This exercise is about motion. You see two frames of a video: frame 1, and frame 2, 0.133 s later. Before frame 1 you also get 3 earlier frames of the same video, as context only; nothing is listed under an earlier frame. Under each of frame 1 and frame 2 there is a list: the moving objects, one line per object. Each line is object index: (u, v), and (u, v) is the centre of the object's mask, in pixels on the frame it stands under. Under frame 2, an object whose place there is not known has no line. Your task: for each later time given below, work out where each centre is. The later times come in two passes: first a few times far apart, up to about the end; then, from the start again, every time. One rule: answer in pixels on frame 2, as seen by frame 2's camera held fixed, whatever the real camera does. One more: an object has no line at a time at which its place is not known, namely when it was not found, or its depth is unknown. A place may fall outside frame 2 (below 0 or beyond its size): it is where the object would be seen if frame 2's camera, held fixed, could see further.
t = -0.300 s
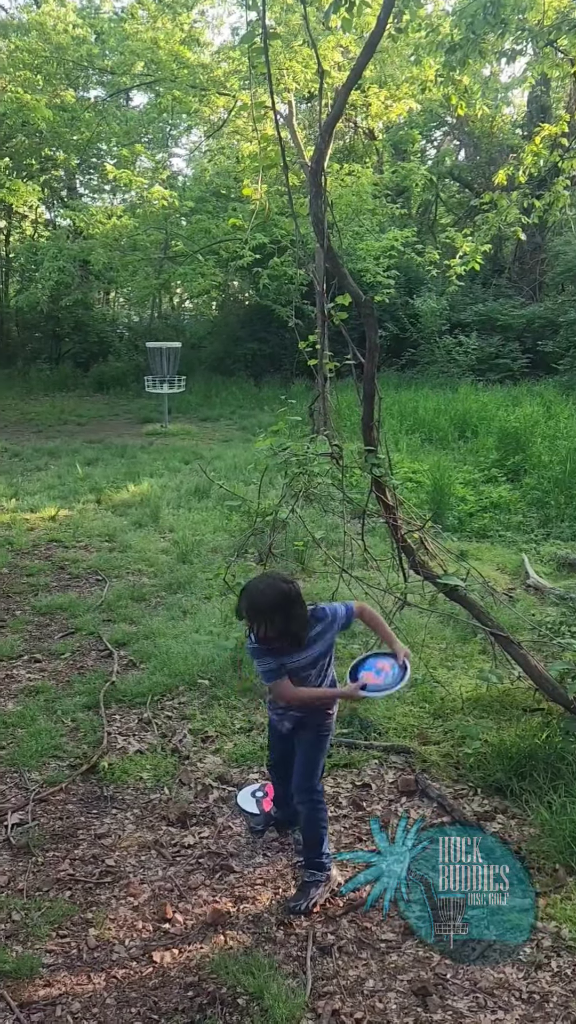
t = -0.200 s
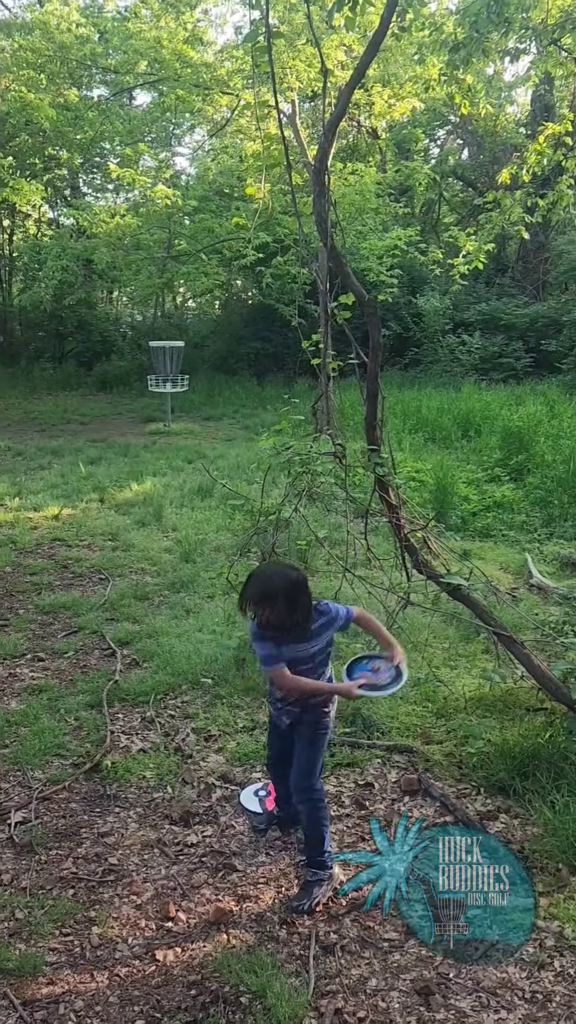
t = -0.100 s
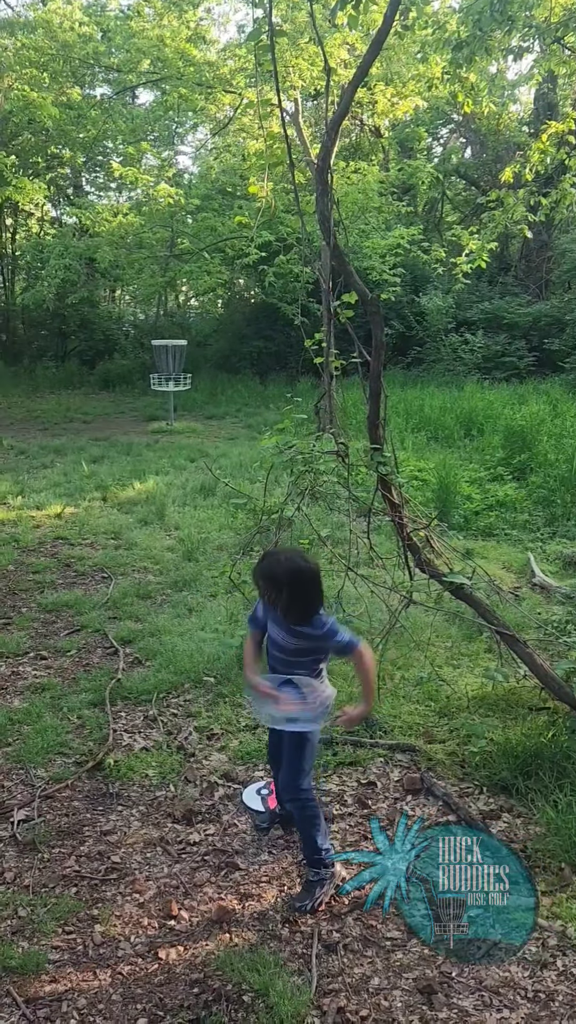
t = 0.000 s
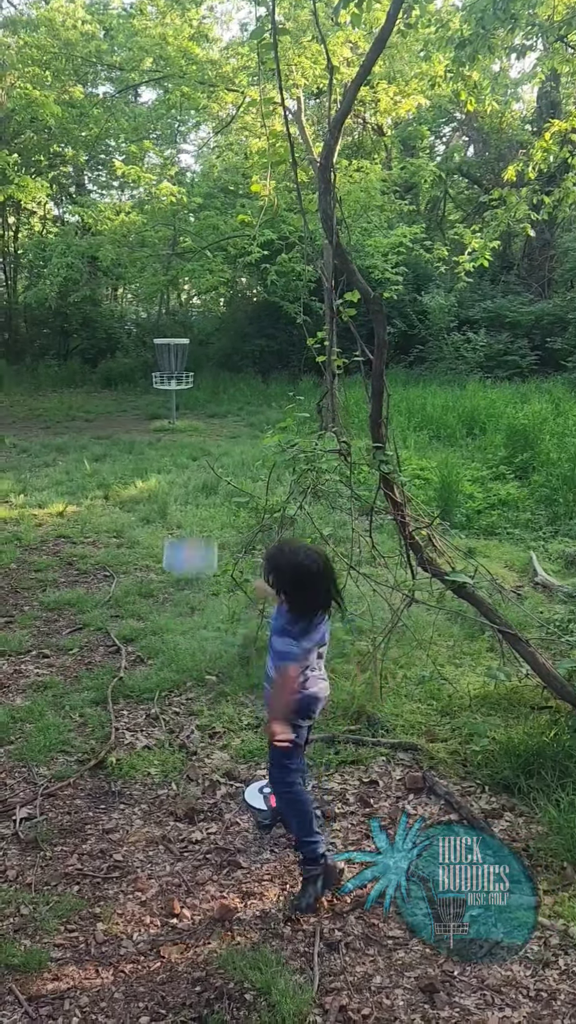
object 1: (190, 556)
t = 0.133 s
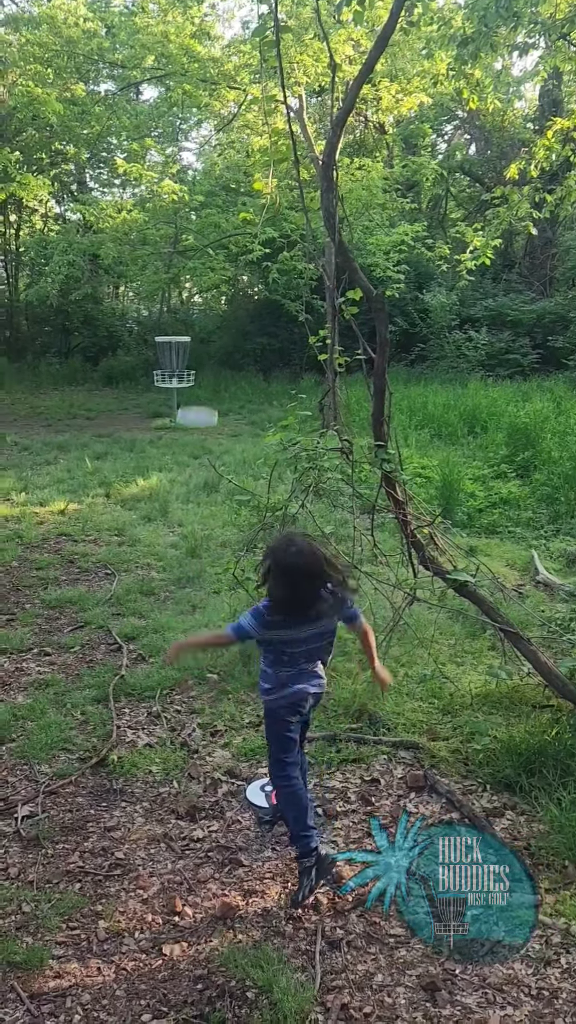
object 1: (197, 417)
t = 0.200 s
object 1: (200, 383)
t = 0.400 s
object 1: (205, 340)
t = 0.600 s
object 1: (209, 334)
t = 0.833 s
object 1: (211, 341)
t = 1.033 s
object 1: (209, 350)
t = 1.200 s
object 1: (203, 360)
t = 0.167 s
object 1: (198, 397)
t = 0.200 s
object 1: (200, 383)
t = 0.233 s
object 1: (200, 370)
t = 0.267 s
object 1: (201, 361)
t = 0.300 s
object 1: (201, 353)
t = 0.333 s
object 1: (203, 348)
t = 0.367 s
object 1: (204, 343)
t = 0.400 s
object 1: (205, 340)
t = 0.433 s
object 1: (205, 338)
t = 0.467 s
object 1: (206, 336)
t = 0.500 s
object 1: (207, 335)
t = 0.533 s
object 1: (207, 334)
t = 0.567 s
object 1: (208, 334)
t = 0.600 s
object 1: (209, 334)
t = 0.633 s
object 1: (209, 335)
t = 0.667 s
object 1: (210, 335)
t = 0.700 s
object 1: (210, 336)
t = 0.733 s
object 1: (210, 337)
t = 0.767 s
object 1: (210, 338)
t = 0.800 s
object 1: (211, 339)
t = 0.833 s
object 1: (211, 341)
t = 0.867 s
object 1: (210, 342)
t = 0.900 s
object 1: (210, 344)
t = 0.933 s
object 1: (210, 345)
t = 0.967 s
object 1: (209, 347)
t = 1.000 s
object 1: (209, 349)
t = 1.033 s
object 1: (209, 350)
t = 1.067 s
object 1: (208, 352)
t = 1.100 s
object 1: (207, 354)
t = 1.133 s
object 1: (205, 356)
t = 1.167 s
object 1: (204, 358)
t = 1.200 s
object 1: (203, 360)
